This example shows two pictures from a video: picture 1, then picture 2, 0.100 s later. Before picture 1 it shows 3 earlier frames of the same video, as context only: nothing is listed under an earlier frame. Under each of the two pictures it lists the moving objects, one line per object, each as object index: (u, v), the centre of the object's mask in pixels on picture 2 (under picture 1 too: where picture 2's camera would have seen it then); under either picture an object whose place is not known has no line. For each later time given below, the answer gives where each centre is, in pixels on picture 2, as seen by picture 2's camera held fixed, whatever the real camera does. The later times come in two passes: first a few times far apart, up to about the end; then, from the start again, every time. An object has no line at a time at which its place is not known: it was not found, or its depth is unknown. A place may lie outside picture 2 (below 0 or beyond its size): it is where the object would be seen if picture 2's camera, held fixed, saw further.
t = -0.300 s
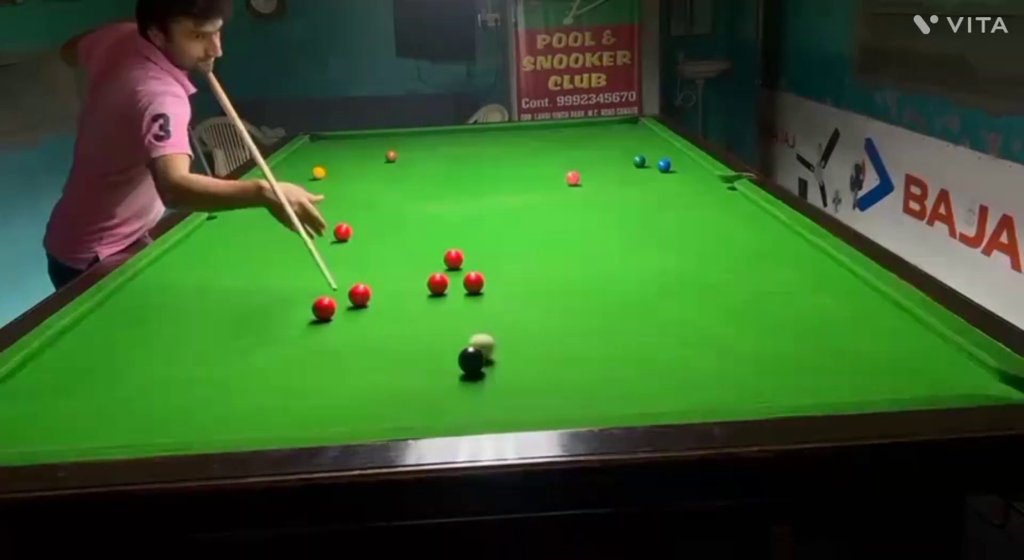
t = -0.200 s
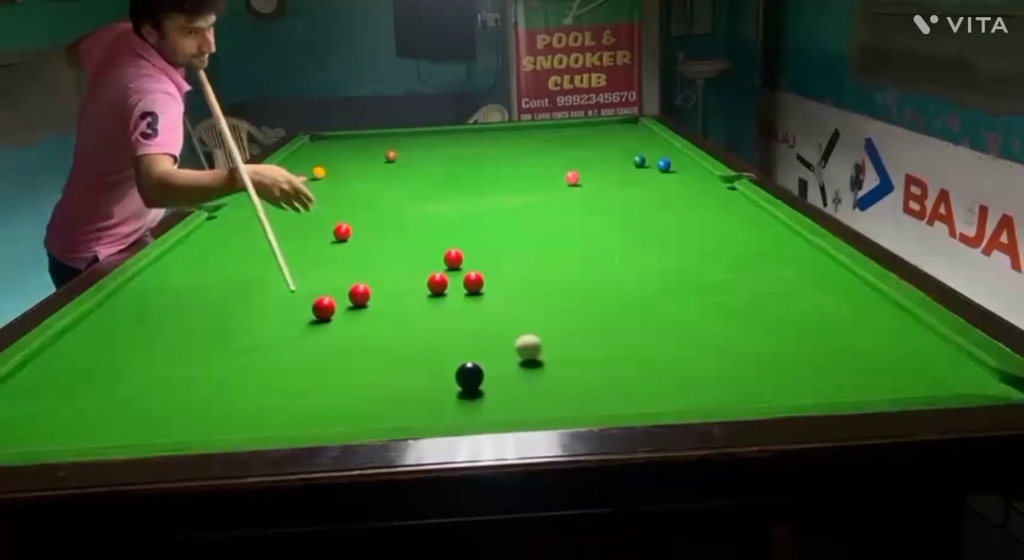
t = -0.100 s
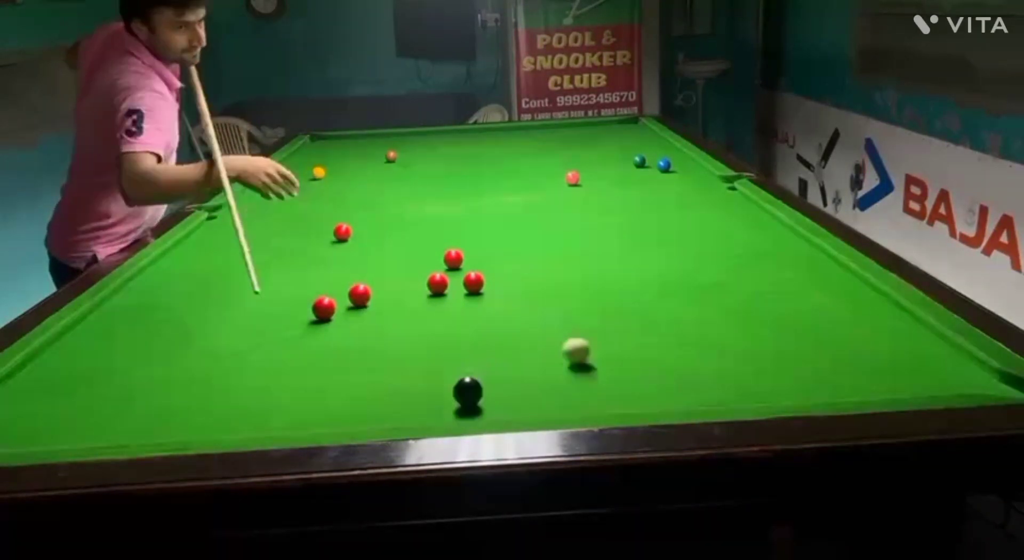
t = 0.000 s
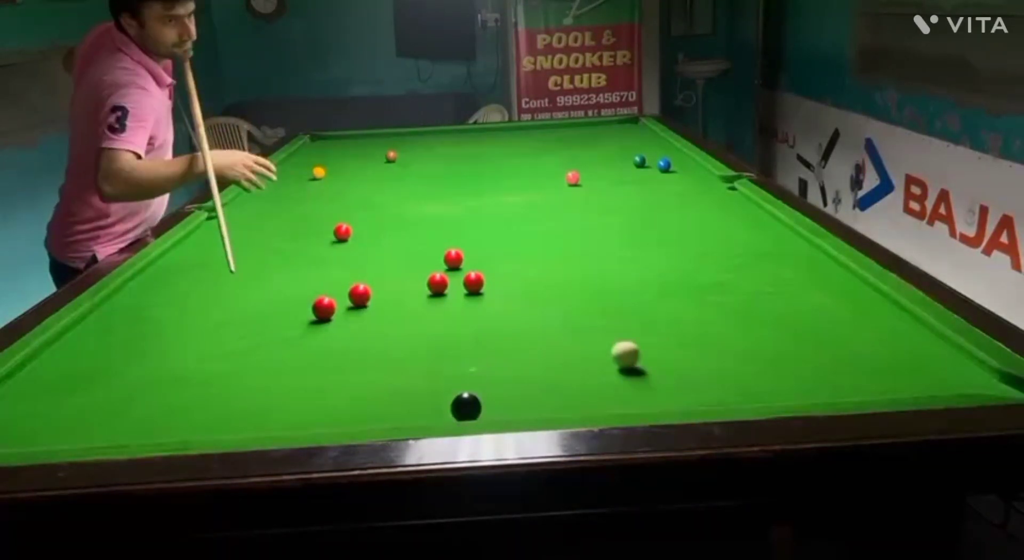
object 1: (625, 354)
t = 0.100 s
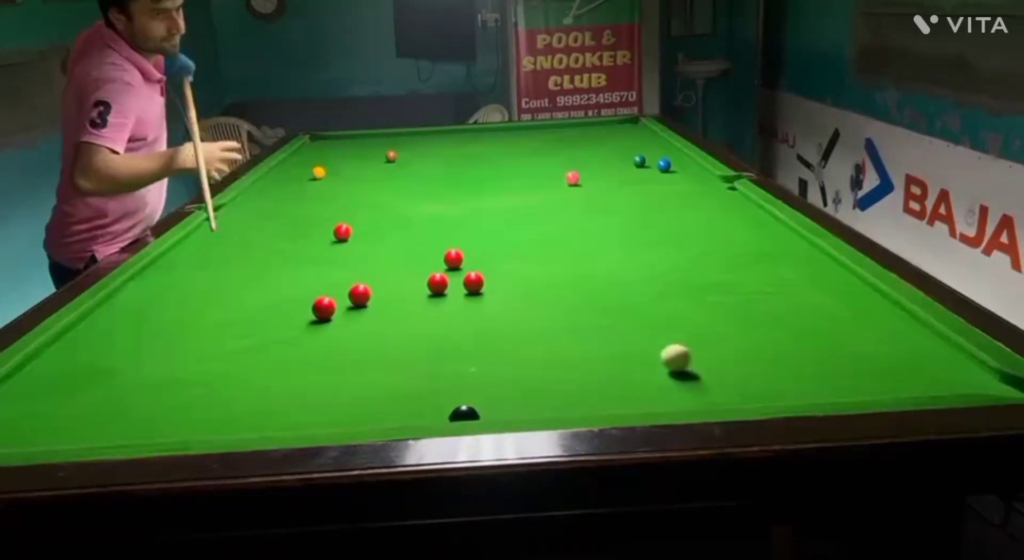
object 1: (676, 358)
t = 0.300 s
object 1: (780, 365)
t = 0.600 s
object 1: (940, 377)
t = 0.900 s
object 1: (993, 387)
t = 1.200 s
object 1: (957, 374)
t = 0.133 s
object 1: (693, 359)
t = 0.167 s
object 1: (710, 360)
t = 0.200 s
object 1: (728, 362)
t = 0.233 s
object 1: (745, 363)
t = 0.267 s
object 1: (762, 364)
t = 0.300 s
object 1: (780, 365)
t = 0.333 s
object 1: (797, 366)
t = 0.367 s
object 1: (815, 368)
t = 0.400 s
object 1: (833, 369)
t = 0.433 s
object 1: (851, 370)
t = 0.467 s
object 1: (868, 371)
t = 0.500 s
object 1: (886, 373)
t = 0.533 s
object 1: (904, 374)
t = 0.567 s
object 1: (922, 375)
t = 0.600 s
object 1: (940, 377)
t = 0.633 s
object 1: (959, 377)
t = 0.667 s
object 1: (978, 378)
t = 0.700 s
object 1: (996, 380)
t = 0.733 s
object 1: (999, 382)
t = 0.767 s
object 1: (1000, 384)
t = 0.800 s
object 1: (999, 386)
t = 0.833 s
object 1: (999, 388)
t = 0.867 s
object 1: (997, 388)
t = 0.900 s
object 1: (993, 387)
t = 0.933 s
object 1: (988, 385)
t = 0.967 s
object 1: (984, 384)
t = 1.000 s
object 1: (980, 383)
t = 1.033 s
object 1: (976, 381)
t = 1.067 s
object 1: (972, 380)
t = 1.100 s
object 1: (968, 379)
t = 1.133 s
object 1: (965, 377)
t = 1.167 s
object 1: (961, 376)
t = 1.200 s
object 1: (957, 374)
